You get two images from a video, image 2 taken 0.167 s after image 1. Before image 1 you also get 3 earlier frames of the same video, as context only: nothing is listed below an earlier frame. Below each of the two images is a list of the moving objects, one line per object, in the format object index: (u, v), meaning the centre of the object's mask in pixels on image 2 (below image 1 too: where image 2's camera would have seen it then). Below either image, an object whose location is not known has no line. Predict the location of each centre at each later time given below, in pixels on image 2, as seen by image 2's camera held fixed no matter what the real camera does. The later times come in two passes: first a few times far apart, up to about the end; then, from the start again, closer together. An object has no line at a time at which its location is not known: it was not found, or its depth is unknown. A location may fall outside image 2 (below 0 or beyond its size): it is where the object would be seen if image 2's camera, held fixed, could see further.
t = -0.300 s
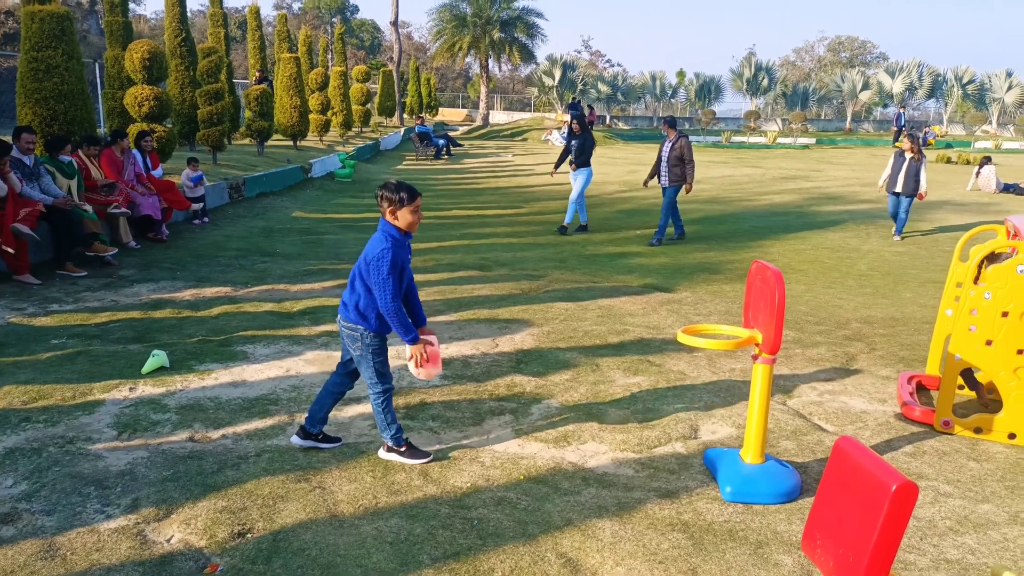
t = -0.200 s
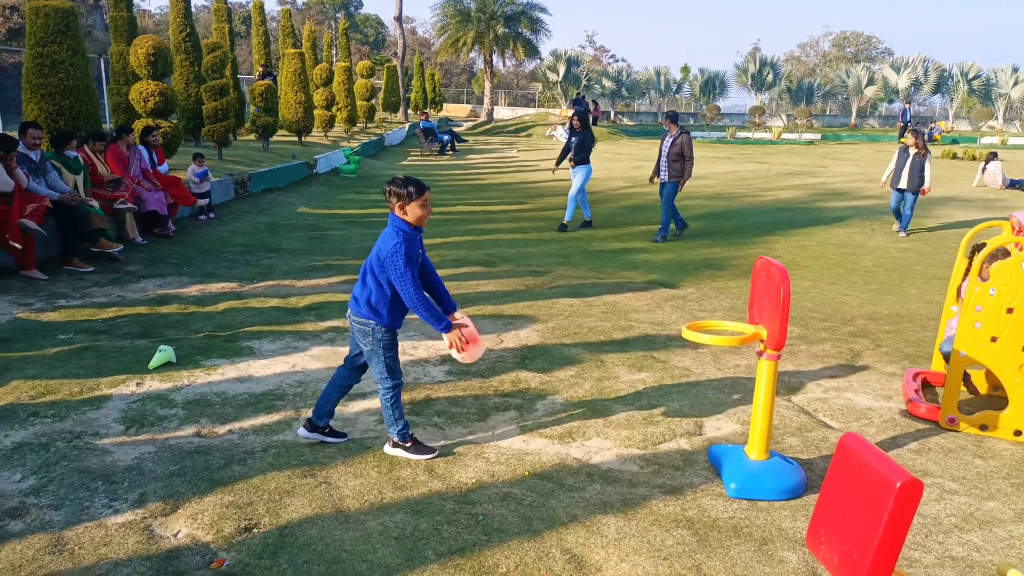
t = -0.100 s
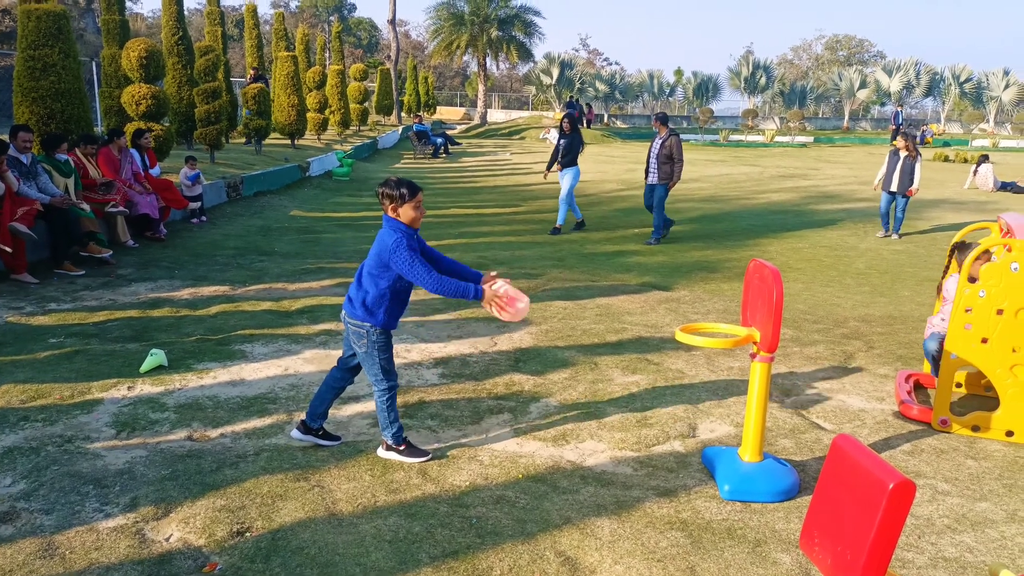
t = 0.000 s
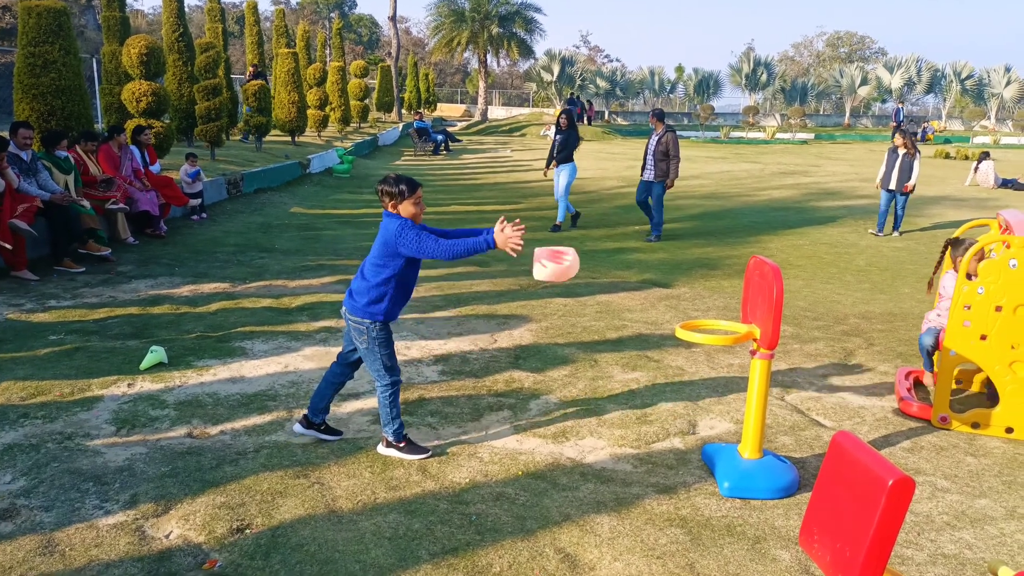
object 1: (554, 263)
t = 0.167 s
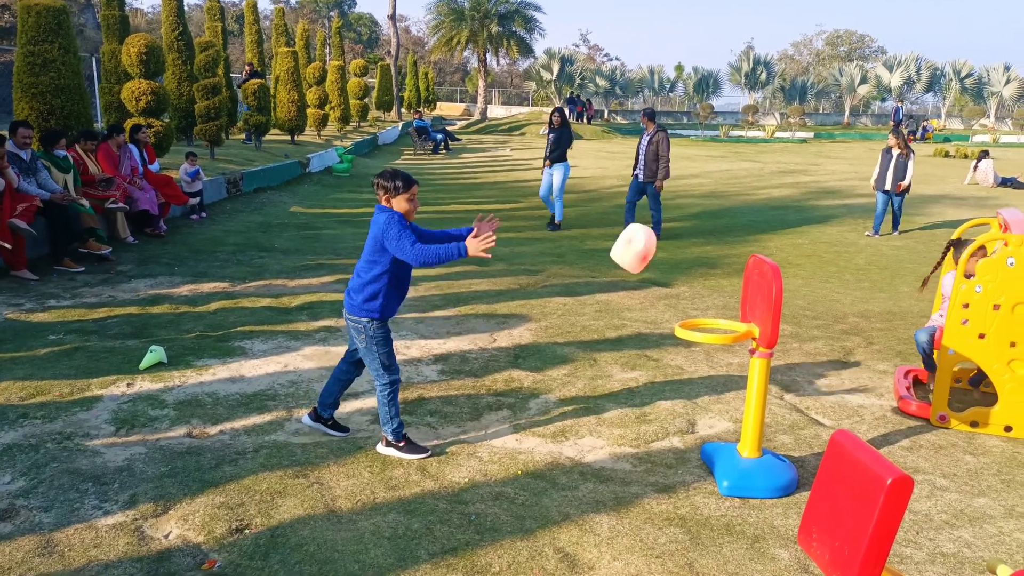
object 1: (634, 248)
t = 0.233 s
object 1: (664, 259)
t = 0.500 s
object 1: (697, 308)
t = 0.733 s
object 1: (665, 315)
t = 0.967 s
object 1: (624, 379)
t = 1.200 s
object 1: (593, 418)
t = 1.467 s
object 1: (573, 440)
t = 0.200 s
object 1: (649, 252)
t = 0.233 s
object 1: (664, 259)
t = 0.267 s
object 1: (679, 268)
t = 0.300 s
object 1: (694, 279)
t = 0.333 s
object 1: (708, 292)
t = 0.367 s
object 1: (722, 309)
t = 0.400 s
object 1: (721, 313)
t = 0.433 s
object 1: (710, 311)
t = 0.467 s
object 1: (702, 309)
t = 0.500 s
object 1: (697, 308)
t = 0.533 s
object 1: (692, 307)
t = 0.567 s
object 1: (688, 307)
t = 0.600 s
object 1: (684, 306)
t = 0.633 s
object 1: (680, 307)
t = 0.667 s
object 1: (674, 309)
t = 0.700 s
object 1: (668, 312)
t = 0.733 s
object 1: (665, 315)
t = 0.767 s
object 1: (659, 318)
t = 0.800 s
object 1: (652, 324)
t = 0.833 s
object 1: (647, 330)
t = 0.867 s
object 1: (641, 339)
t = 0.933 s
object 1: (629, 364)
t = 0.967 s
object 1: (624, 379)
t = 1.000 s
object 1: (619, 396)
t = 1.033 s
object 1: (612, 415)
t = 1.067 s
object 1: (607, 436)
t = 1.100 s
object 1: (603, 434)
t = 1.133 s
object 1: (599, 427)
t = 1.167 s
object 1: (596, 422)
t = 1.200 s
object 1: (593, 418)
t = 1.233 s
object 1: (588, 417)
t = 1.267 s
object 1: (584, 418)
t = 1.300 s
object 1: (580, 422)
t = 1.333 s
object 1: (577, 427)
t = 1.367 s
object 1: (572, 435)
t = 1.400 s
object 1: (568, 443)
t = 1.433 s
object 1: (570, 440)
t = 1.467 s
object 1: (573, 440)
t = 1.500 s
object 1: (575, 441)
